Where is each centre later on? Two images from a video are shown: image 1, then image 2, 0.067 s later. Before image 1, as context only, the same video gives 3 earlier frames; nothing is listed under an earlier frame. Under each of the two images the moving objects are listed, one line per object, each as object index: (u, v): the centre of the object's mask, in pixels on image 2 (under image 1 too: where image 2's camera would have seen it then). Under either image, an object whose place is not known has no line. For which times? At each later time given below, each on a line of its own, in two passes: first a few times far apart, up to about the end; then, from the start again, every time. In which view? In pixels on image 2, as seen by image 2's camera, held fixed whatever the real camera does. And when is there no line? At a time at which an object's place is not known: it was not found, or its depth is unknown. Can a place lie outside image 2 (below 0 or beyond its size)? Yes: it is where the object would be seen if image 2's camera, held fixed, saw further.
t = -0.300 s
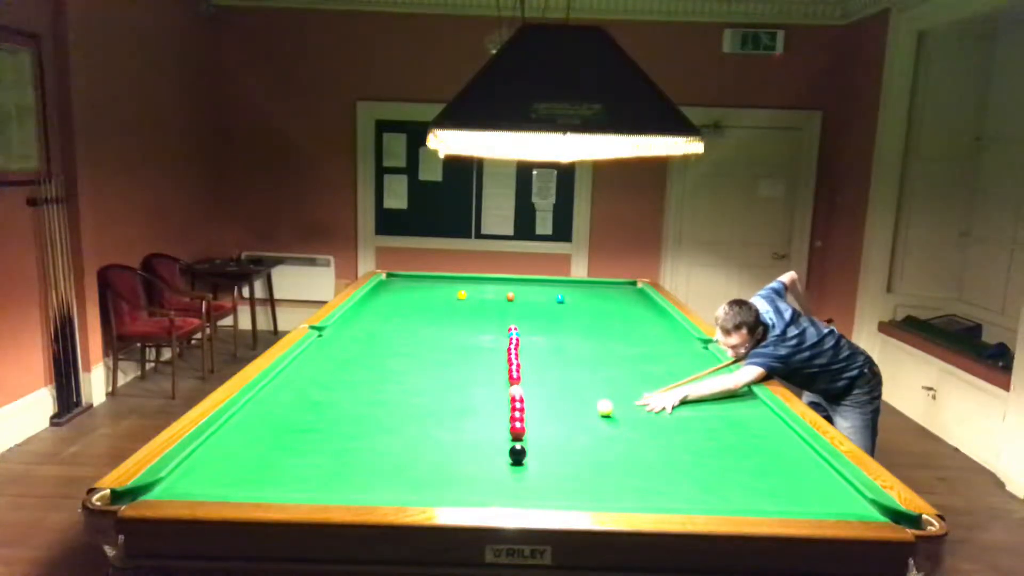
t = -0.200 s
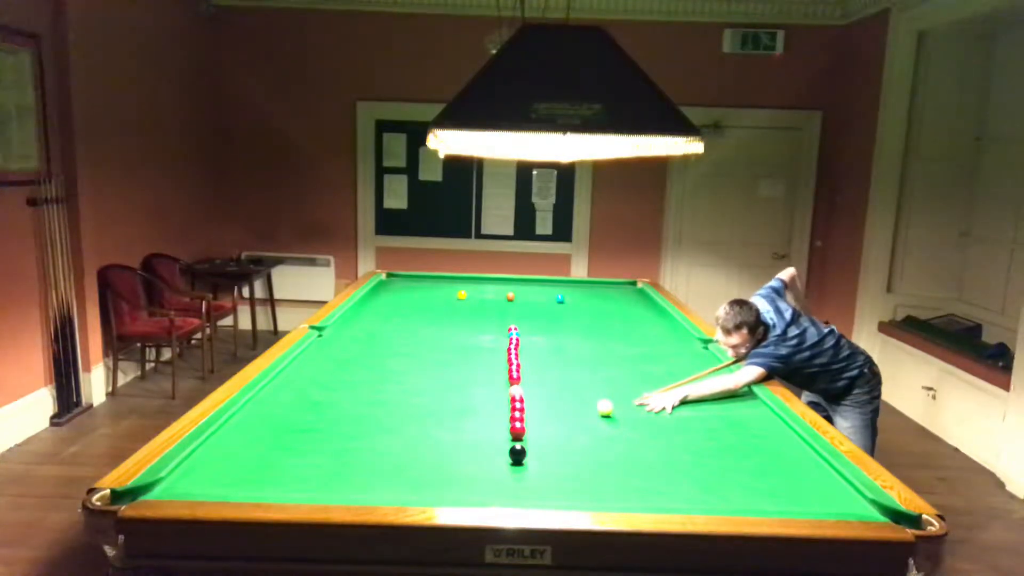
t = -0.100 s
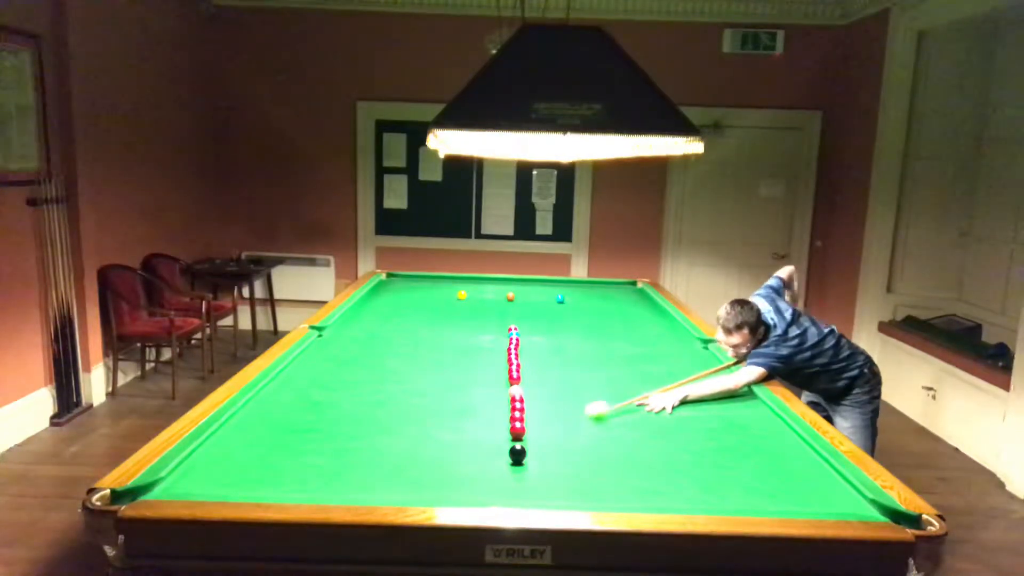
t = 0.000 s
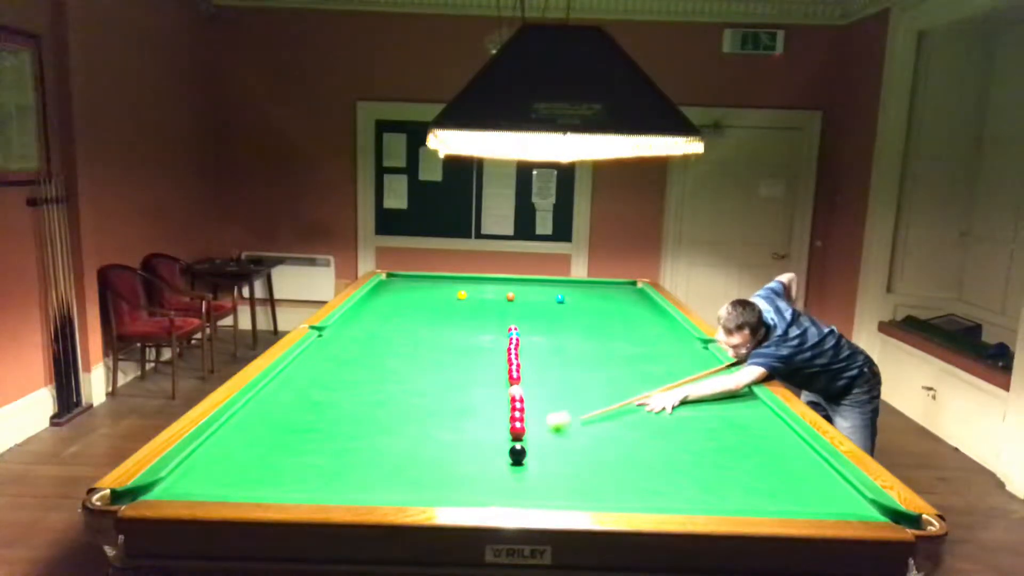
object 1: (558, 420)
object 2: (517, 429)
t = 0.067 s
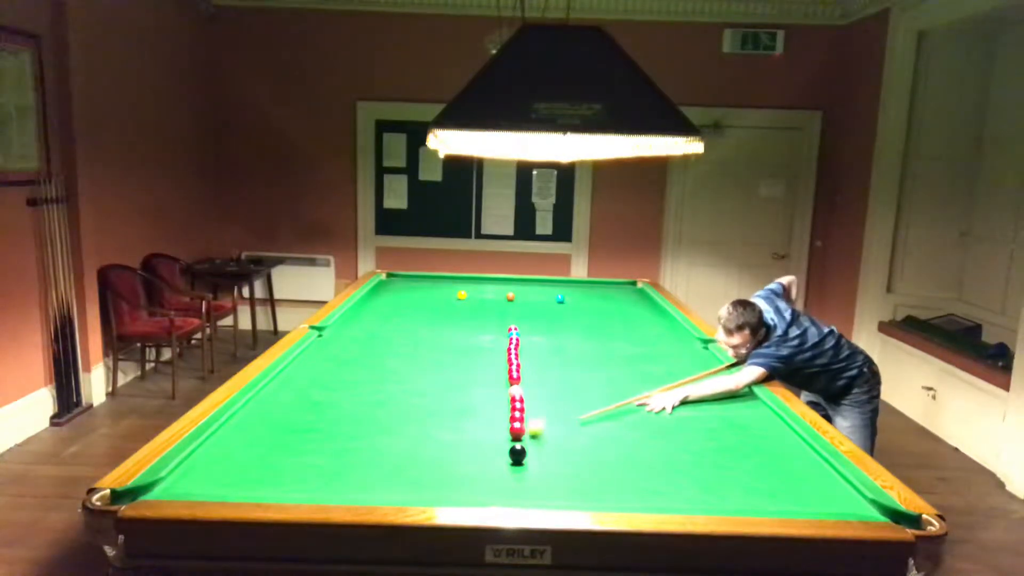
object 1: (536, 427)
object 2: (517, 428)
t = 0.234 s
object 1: (536, 430)
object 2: (464, 439)
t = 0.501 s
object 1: (543, 434)
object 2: (380, 453)
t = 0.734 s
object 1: (548, 437)
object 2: (300, 468)
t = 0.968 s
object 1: (553, 439)
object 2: (214, 482)
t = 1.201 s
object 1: (556, 440)
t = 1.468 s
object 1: (557, 441)
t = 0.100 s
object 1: (533, 428)
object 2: (509, 430)
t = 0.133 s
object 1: (534, 429)
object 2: (494, 435)
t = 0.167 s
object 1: (534, 429)
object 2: (484, 437)
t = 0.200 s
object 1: (535, 430)
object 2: (473, 438)
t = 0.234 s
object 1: (536, 430)
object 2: (464, 439)
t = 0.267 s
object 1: (536, 431)
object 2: (453, 441)
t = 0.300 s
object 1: (537, 431)
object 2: (443, 442)
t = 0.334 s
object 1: (538, 432)
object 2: (433, 445)
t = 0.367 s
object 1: (540, 433)
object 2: (423, 446)
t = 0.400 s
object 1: (541, 434)
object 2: (412, 448)
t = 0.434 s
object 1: (542, 433)
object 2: (402, 449)
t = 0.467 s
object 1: (542, 433)
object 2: (391, 452)
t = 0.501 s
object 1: (543, 434)
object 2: (380, 453)
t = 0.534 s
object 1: (545, 434)
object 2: (369, 455)
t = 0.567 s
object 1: (545, 434)
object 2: (358, 457)
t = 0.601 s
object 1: (546, 435)
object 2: (347, 460)
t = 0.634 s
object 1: (546, 436)
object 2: (336, 462)
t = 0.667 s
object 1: (547, 436)
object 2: (324, 463)
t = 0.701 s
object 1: (548, 436)
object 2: (313, 465)
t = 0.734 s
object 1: (548, 437)
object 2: (300, 468)
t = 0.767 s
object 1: (549, 437)
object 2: (289, 469)
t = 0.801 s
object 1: (549, 437)
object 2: (277, 471)
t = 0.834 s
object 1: (550, 438)
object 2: (264, 474)
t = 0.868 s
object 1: (551, 438)
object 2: (251, 477)
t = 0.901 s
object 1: (552, 438)
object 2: (239, 478)
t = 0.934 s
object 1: (552, 438)
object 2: (226, 481)
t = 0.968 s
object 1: (553, 439)
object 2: (214, 482)
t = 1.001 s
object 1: (553, 439)
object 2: (201, 484)
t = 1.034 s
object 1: (554, 439)
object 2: (188, 485)
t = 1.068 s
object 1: (554, 439)
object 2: (174, 487)
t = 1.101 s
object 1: (554, 440)
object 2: (160, 489)
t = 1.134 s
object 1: (555, 440)
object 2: (144, 492)
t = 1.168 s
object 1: (555, 440)
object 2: (132, 499)
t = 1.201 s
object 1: (556, 440)
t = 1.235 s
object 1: (556, 441)
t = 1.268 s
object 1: (556, 441)
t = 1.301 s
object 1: (556, 441)
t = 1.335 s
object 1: (556, 441)
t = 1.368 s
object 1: (556, 441)
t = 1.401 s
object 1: (556, 441)
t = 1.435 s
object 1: (557, 441)
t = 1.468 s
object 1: (557, 441)
